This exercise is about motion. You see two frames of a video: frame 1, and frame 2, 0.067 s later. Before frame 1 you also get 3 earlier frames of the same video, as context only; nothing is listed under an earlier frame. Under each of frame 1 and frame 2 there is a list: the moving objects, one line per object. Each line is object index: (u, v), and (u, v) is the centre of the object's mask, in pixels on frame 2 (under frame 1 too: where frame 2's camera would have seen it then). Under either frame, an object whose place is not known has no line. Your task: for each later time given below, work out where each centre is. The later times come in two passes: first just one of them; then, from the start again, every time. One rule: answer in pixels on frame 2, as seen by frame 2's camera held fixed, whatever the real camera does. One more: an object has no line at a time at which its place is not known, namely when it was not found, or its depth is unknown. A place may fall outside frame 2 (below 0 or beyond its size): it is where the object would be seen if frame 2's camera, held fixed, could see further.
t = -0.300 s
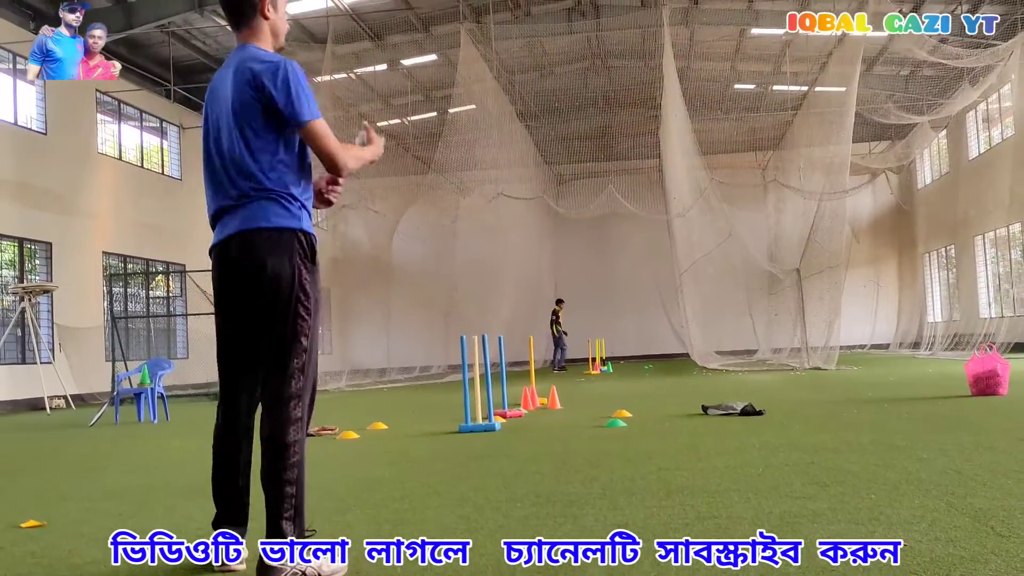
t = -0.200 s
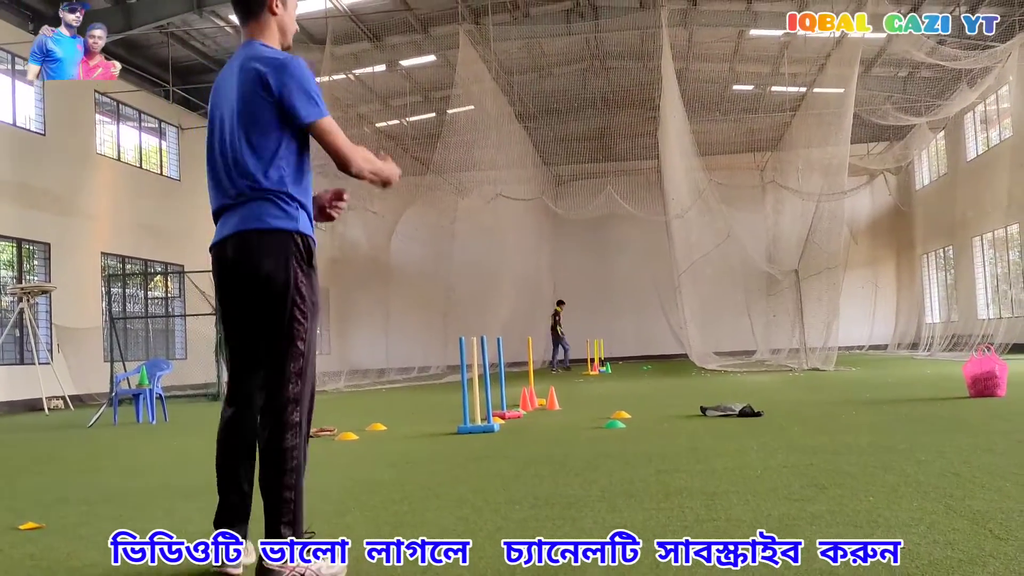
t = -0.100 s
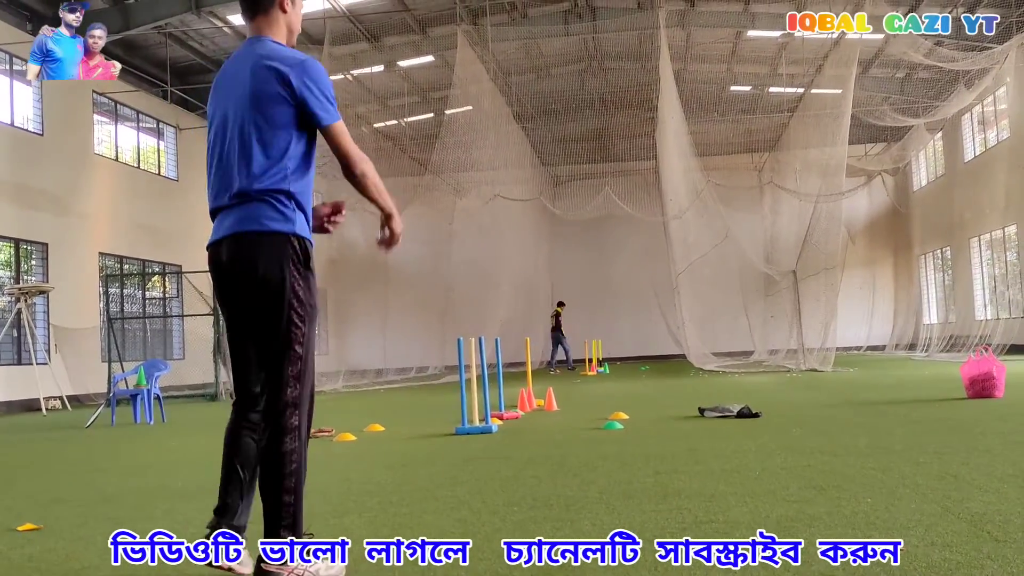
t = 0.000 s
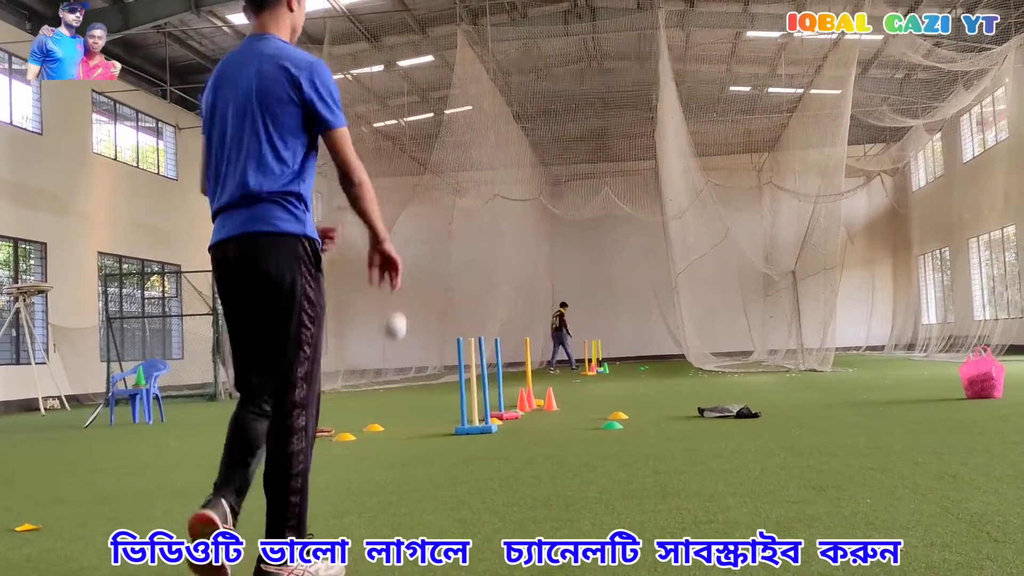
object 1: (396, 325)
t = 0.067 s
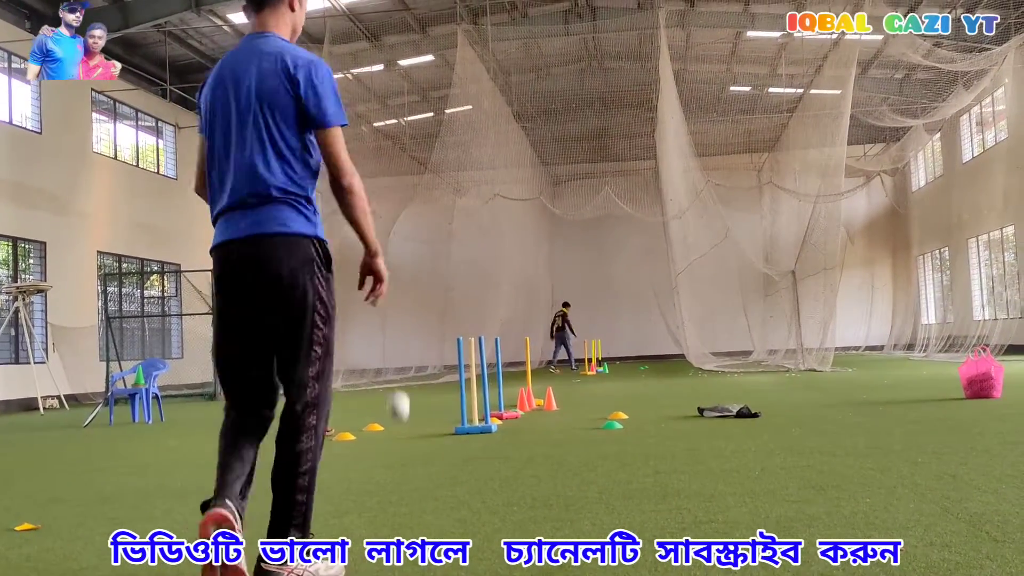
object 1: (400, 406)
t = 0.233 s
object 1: (412, 483)
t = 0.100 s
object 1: (401, 452)
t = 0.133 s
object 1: (403, 501)
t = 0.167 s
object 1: (405, 528)
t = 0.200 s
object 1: (409, 505)
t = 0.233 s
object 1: (412, 483)
